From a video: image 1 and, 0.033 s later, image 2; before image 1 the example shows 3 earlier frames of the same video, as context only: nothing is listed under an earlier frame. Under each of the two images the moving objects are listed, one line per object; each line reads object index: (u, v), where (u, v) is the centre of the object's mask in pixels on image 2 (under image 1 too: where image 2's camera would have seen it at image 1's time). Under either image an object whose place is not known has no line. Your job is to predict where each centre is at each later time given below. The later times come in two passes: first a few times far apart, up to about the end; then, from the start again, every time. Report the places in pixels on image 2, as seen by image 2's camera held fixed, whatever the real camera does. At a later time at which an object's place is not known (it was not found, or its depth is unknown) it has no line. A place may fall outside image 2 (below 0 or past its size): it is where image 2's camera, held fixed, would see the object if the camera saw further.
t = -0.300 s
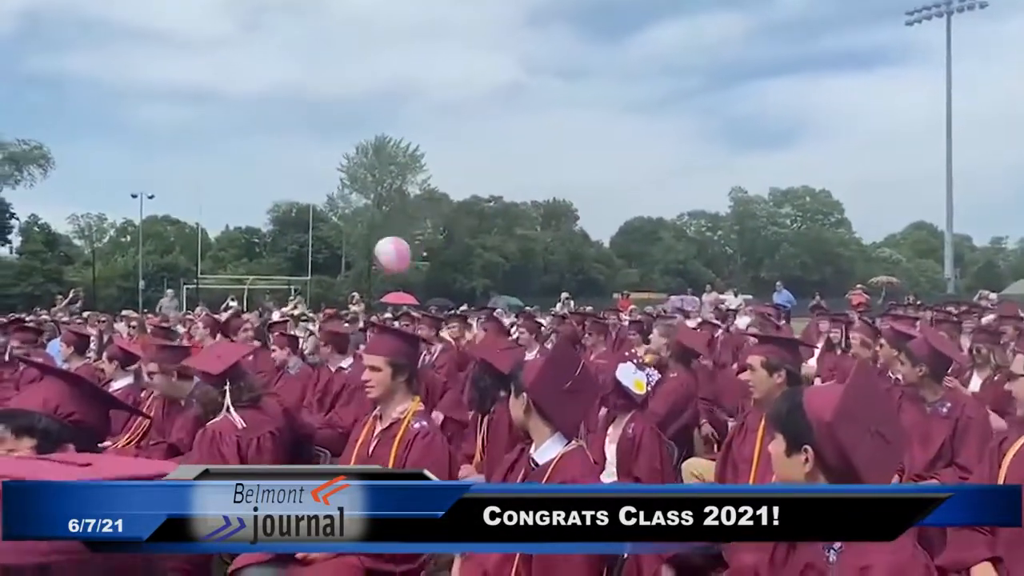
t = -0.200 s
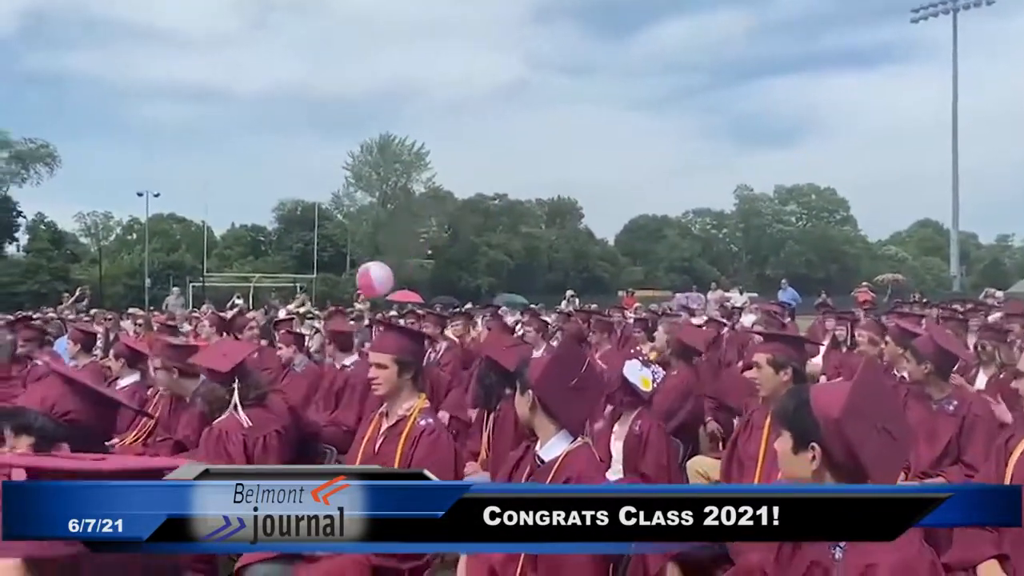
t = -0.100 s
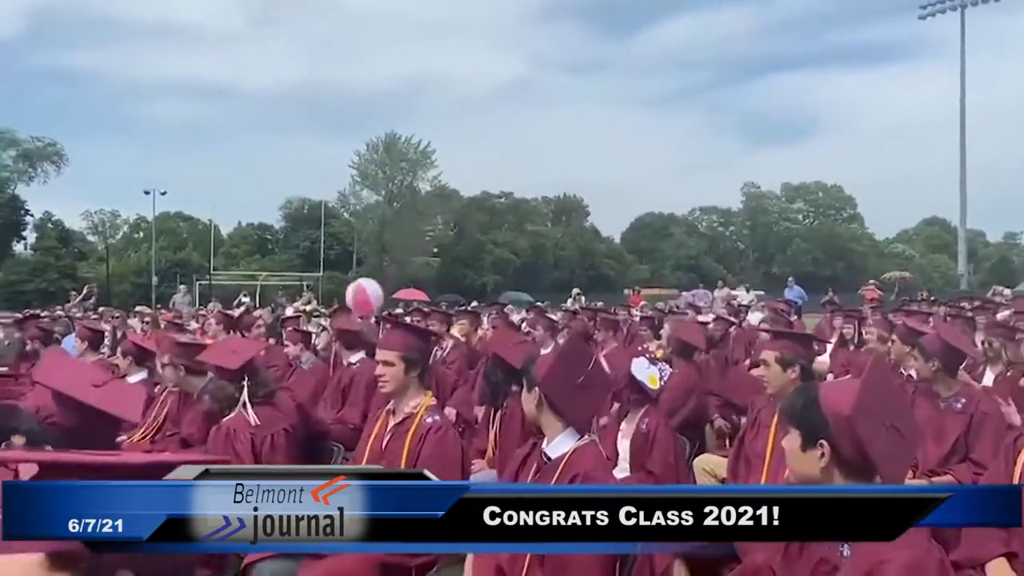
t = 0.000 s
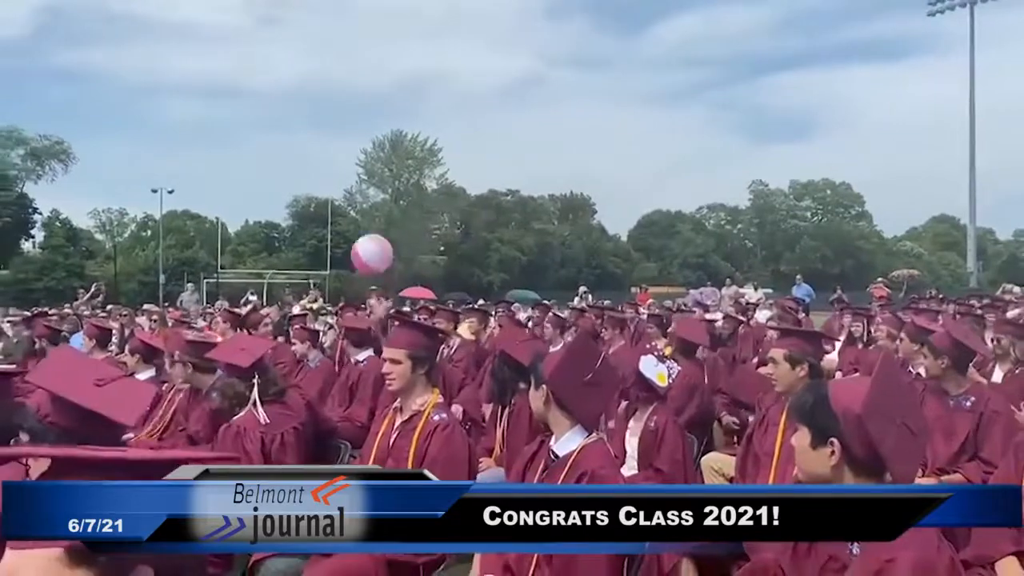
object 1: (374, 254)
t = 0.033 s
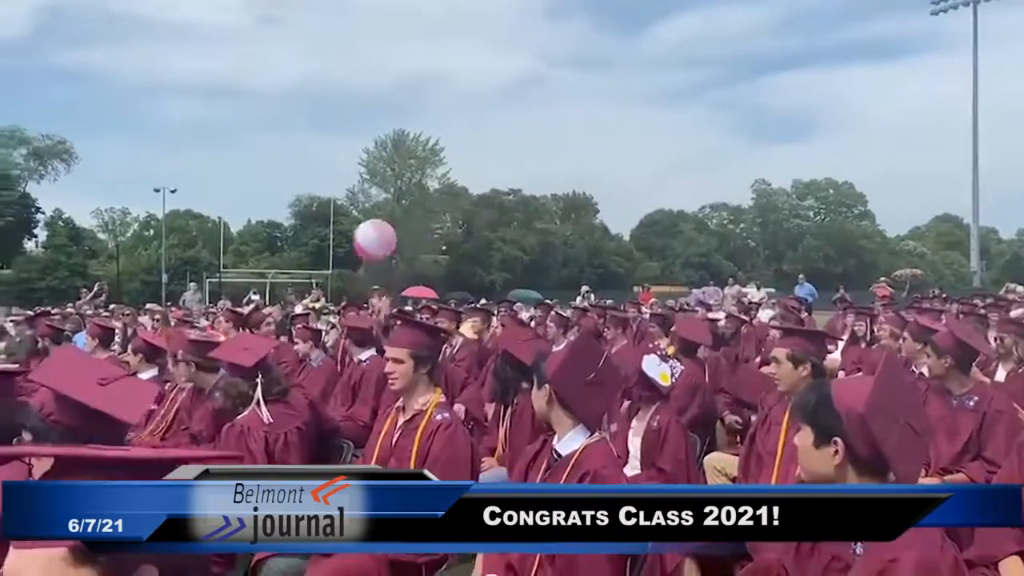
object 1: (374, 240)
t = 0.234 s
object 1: (390, 165)
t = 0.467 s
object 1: (459, 129)
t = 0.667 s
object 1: (534, 169)
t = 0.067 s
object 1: (375, 226)
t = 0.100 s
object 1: (376, 213)
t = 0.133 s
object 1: (377, 200)
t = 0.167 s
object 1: (381, 188)
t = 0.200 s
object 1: (383, 177)
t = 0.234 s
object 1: (390, 165)
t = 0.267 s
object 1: (397, 155)
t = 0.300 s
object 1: (404, 146)
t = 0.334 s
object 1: (413, 137)
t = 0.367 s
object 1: (425, 134)
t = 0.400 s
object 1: (437, 132)
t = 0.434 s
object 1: (448, 129)
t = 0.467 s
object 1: (459, 129)
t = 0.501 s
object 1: (472, 131)
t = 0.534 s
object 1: (484, 134)
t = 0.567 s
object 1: (496, 140)
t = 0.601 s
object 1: (508, 149)
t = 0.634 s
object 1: (521, 158)
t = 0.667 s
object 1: (534, 169)
